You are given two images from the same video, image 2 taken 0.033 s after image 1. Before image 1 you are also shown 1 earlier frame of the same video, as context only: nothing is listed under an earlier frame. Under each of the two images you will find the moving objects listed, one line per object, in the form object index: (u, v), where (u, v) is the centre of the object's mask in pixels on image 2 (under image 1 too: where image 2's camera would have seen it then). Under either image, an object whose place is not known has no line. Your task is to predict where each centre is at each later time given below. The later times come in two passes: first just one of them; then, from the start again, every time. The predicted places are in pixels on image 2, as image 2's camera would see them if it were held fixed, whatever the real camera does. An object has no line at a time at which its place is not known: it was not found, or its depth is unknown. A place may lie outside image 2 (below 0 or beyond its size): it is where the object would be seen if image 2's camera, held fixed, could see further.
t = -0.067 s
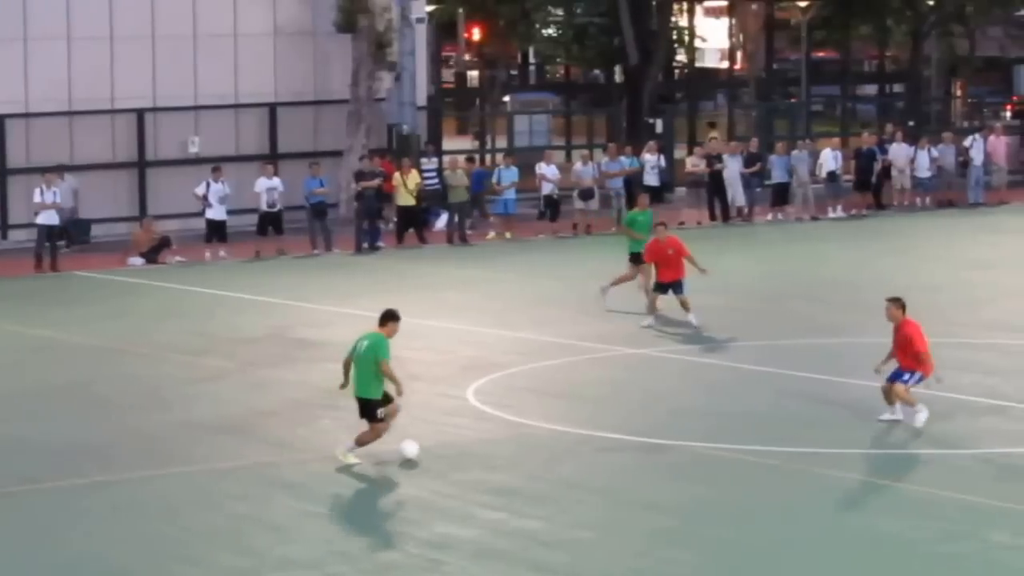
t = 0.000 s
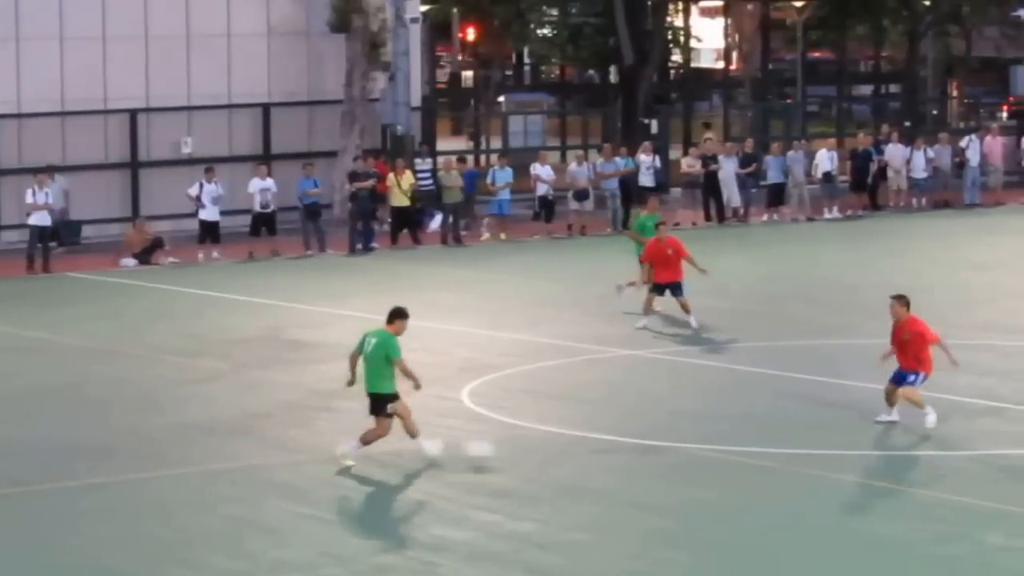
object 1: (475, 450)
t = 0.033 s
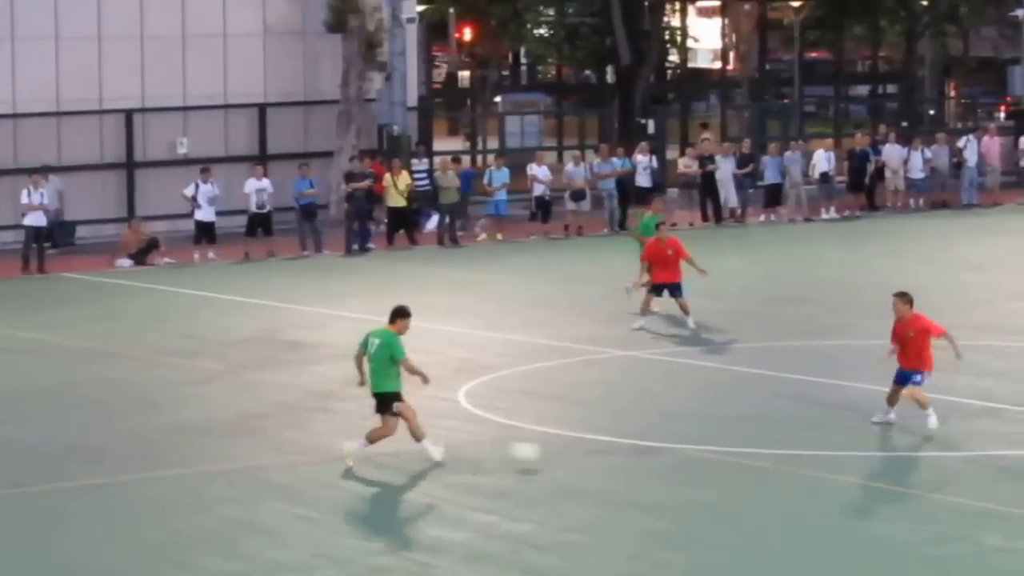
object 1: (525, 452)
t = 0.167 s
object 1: (721, 458)
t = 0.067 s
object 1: (573, 453)
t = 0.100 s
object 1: (625, 457)
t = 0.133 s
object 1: (673, 459)
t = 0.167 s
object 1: (721, 458)
